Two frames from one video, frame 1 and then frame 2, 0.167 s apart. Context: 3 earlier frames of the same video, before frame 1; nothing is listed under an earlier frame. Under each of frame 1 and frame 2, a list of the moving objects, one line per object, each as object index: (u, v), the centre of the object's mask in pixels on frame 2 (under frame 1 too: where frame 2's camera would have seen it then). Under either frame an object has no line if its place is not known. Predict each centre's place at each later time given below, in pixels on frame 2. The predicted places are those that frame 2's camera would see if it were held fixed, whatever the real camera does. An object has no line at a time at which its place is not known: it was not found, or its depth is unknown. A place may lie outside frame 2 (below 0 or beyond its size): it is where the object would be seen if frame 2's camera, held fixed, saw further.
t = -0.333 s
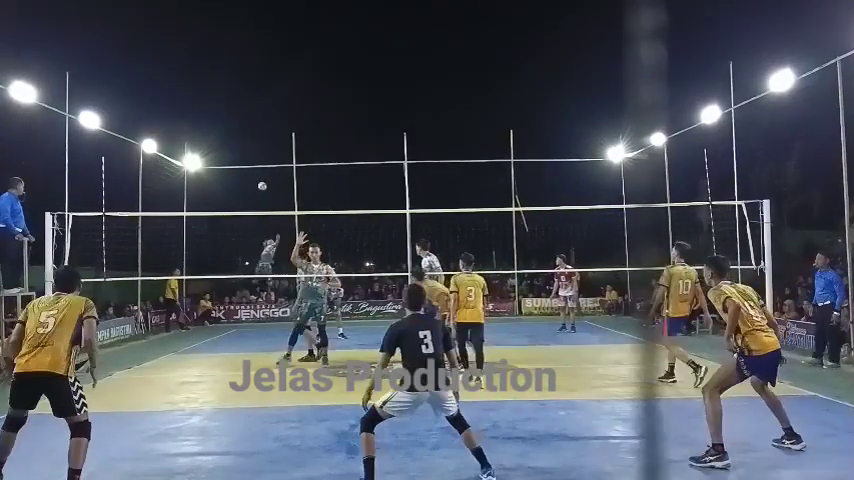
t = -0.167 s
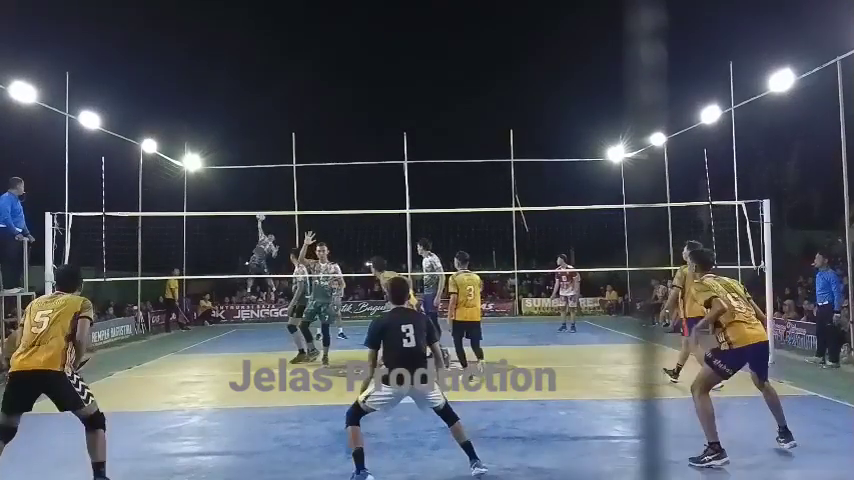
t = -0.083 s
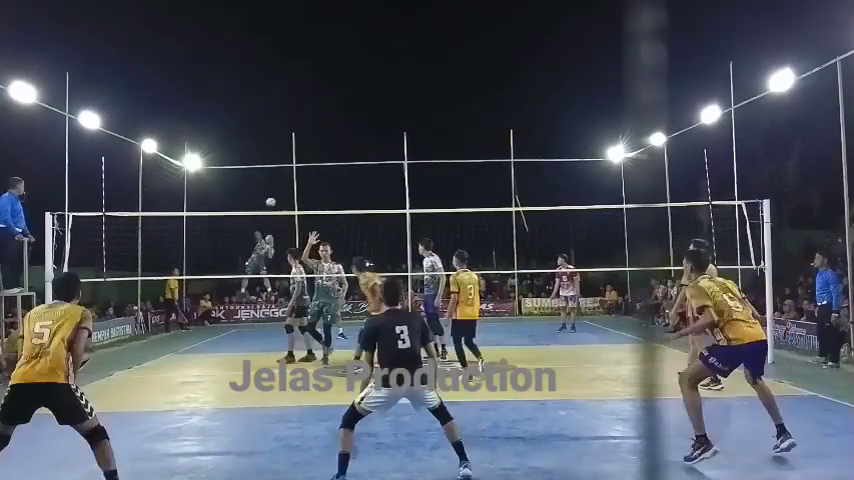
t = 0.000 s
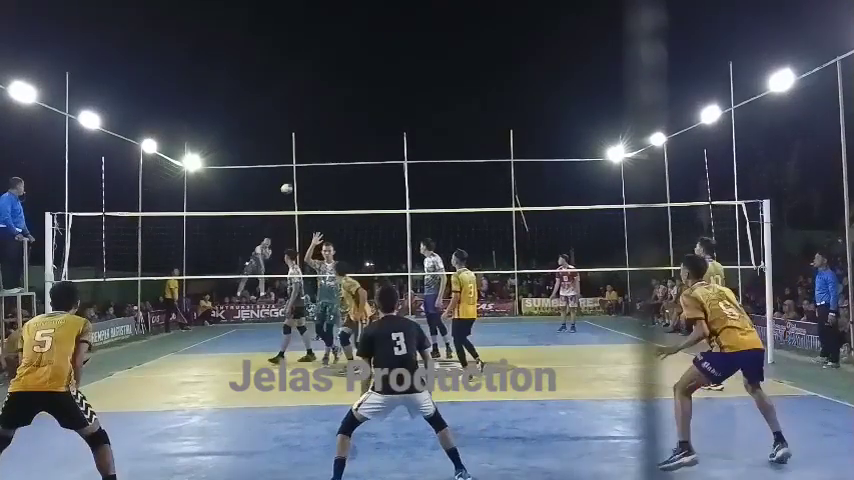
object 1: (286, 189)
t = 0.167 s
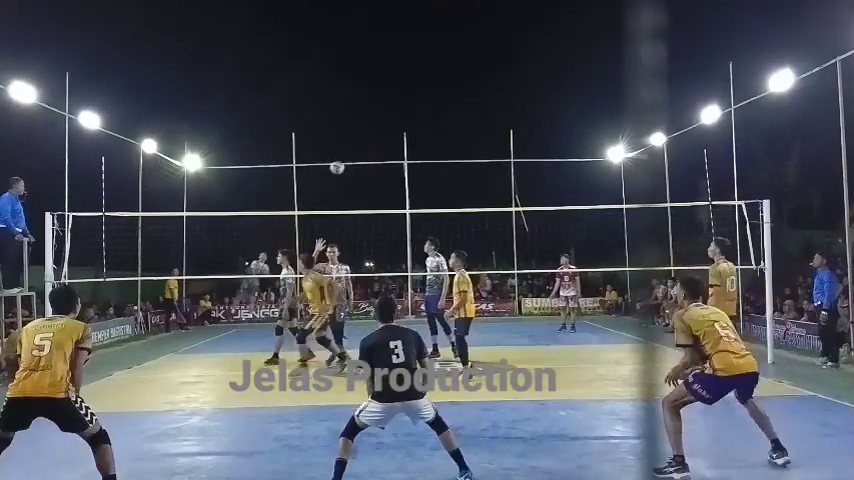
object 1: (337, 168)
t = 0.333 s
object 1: (433, 160)
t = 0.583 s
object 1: (779, 214)
